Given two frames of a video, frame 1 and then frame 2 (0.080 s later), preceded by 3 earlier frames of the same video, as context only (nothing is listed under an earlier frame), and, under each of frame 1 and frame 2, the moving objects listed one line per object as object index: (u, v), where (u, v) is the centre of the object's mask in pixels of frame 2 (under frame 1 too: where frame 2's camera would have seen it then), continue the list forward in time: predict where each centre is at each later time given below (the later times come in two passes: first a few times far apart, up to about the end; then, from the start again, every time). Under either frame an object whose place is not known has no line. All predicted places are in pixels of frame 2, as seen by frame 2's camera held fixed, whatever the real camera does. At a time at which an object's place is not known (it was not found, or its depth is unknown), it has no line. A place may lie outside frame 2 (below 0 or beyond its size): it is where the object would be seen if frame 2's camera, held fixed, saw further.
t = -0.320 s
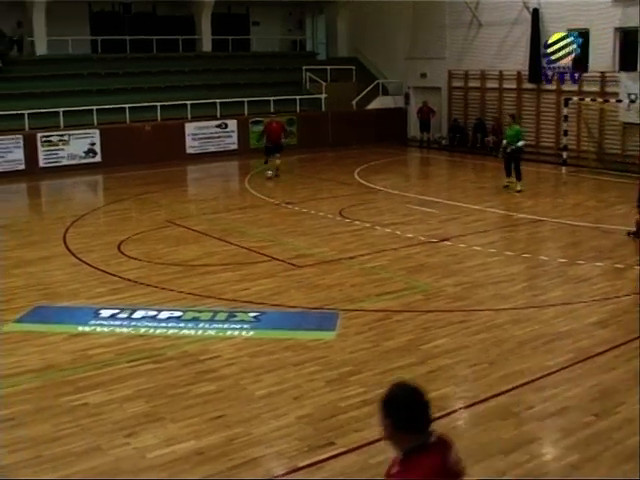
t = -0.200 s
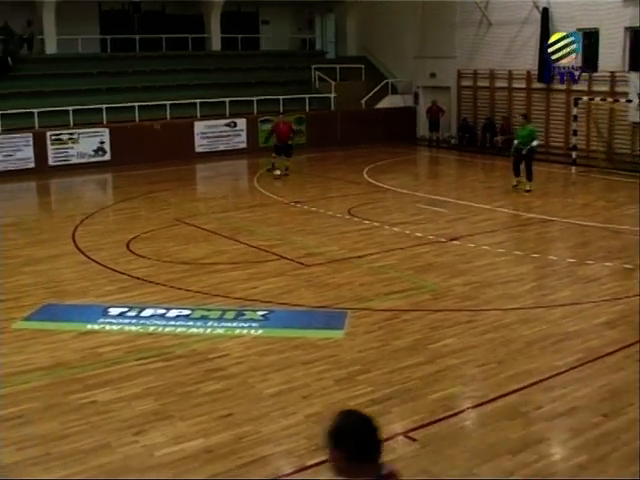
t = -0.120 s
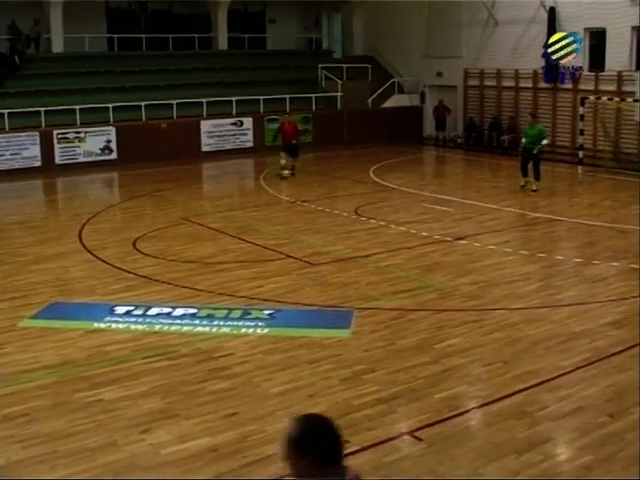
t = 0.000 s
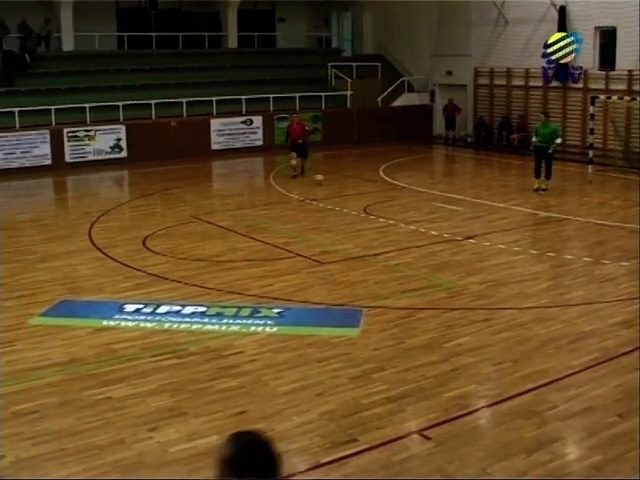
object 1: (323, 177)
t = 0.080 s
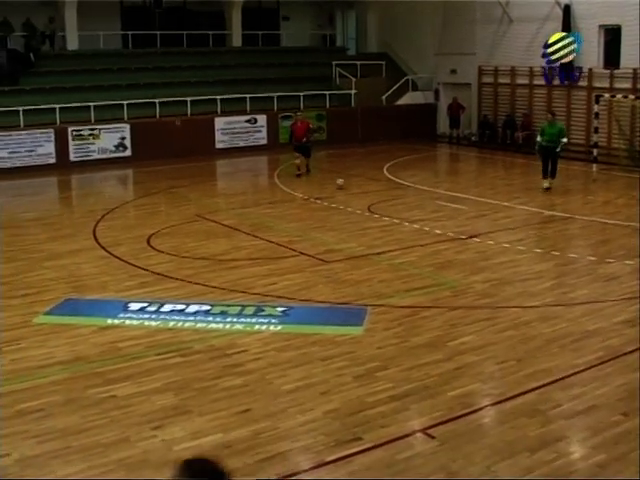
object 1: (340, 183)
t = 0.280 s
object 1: (381, 195)
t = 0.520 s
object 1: (432, 211)
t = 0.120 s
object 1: (347, 185)
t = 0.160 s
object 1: (356, 187)
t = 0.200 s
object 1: (364, 191)
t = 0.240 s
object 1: (372, 193)
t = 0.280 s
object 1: (381, 195)
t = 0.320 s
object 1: (390, 198)
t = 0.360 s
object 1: (398, 200)
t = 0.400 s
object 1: (407, 204)
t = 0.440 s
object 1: (416, 207)
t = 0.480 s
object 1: (424, 209)
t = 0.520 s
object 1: (432, 211)
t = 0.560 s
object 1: (441, 215)
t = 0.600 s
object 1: (450, 217)
